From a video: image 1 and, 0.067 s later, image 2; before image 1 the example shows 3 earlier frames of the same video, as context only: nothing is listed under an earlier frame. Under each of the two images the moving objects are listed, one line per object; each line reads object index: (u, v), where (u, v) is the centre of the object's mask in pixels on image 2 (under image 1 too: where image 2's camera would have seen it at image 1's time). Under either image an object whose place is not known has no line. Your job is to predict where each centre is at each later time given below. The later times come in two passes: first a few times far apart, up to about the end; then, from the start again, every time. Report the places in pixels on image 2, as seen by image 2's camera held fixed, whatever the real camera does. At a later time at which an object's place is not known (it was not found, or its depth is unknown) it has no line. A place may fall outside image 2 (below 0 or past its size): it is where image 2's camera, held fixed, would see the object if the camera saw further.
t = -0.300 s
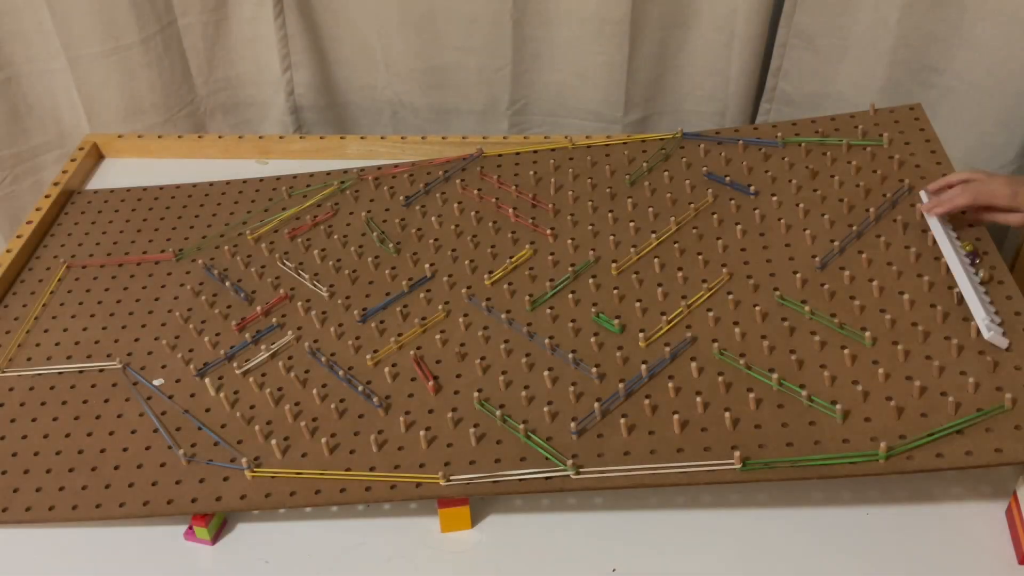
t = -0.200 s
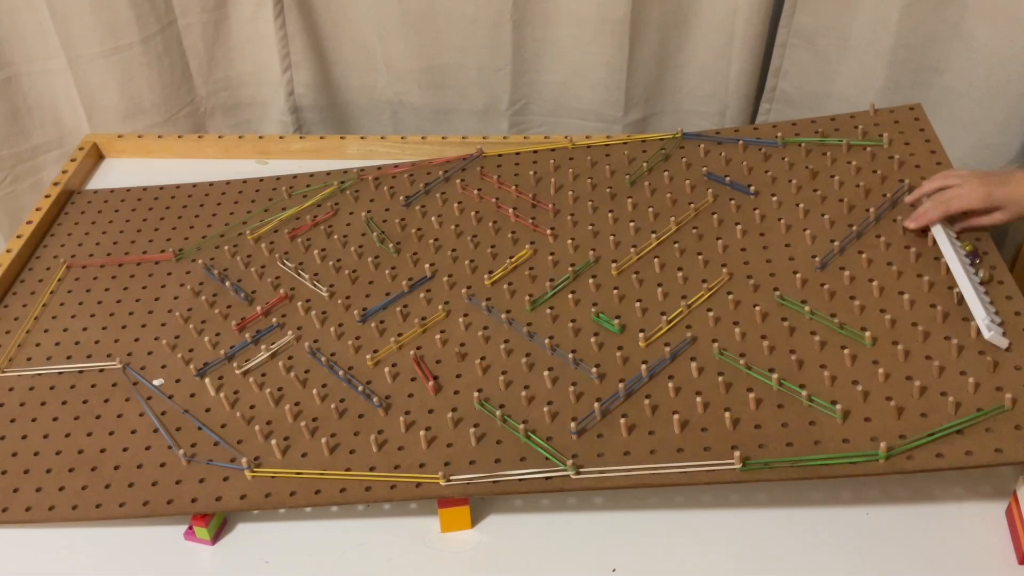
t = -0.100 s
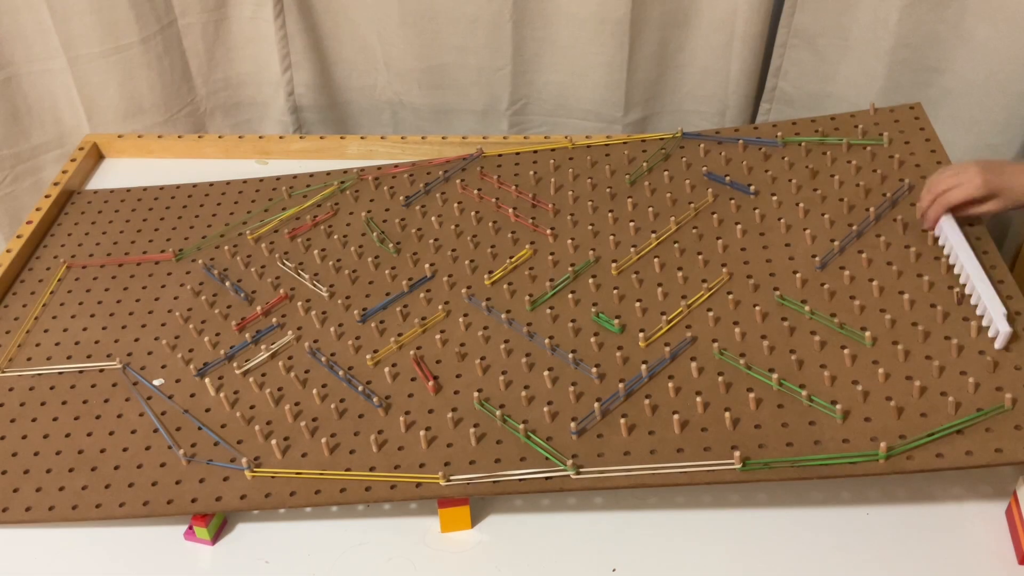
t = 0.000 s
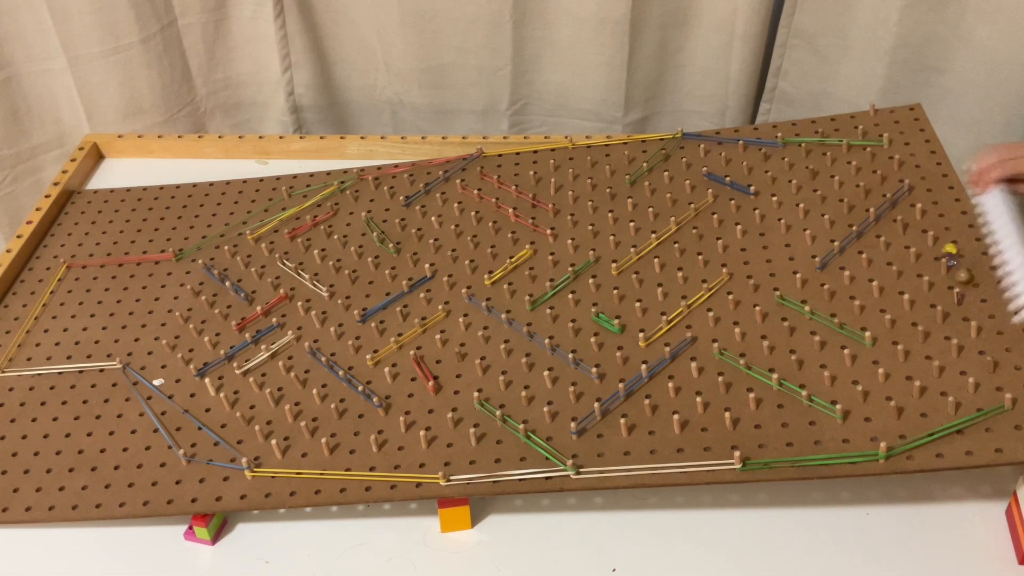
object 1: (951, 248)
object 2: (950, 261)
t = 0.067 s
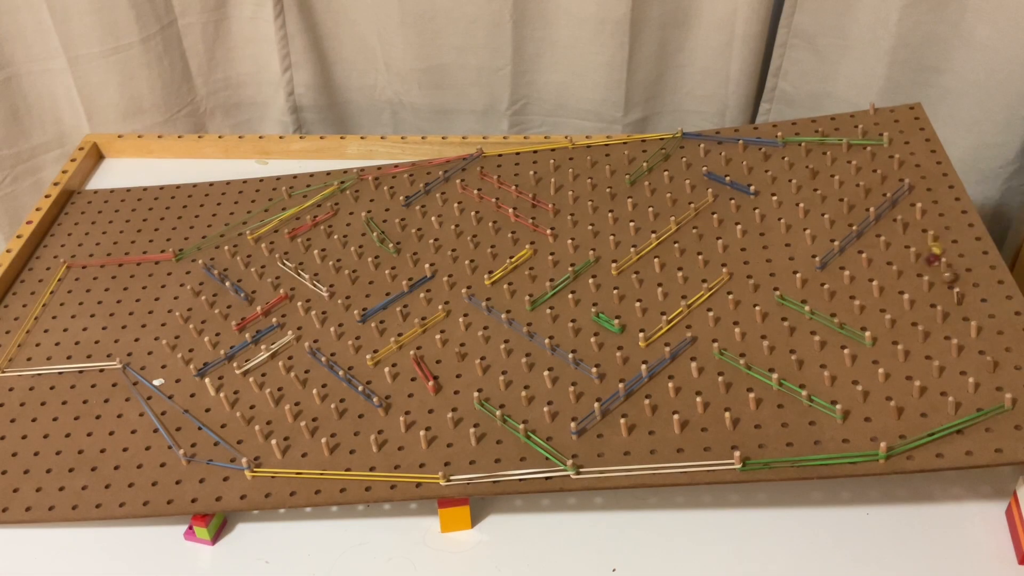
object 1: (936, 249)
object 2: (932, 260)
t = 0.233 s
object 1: (894, 242)
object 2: (901, 264)
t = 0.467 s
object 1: (890, 232)
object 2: (869, 251)
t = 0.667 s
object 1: (892, 239)
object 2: (856, 255)
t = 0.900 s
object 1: (874, 236)
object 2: (835, 265)
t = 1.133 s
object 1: (866, 250)
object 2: (814, 276)
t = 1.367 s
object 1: (828, 271)
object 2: (795, 270)
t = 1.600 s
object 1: (805, 301)
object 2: (746, 264)
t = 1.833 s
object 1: (809, 278)
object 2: (725, 257)
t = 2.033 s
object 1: (776, 264)
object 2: (721, 252)
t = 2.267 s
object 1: (707, 257)
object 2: (683, 256)
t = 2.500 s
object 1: (669, 234)
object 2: (672, 274)
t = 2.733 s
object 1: (657, 248)
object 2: (647, 285)
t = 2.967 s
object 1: (628, 268)
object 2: (632, 300)
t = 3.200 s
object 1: (605, 295)
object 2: (612, 306)
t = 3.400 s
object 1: (583, 304)
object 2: (606, 309)
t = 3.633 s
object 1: (566, 323)
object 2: (583, 304)
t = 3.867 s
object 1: (543, 319)
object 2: (577, 307)
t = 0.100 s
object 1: (926, 250)
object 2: (923, 265)
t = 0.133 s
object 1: (916, 252)
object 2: (917, 265)
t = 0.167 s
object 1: (912, 250)
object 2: (909, 267)
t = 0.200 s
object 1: (903, 246)
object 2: (903, 268)
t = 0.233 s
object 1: (894, 242)
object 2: (901, 264)
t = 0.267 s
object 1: (889, 238)
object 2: (897, 261)
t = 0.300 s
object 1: (885, 234)
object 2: (894, 257)
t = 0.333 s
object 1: (879, 231)
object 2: (890, 254)
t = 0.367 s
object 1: (875, 228)
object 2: (885, 251)
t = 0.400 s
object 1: (880, 229)
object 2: (880, 254)
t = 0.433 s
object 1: (886, 231)
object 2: (876, 254)
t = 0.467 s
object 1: (890, 232)
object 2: (869, 251)
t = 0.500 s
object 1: (893, 231)
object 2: (861, 249)
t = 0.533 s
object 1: (894, 232)
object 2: (854, 248)
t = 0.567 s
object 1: (895, 234)
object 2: (854, 251)
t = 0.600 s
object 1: (895, 235)
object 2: (857, 253)
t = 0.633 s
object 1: (895, 237)
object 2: (857, 256)
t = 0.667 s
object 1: (892, 239)
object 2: (856, 255)
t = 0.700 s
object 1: (891, 239)
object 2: (853, 255)
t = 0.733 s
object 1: (890, 239)
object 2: (847, 256)
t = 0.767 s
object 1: (889, 238)
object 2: (843, 256)
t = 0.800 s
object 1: (887, 238)
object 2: (842, 258)
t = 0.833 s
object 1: (884, 237)
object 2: (839, 261)
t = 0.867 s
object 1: (879, 236)
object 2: (837, 263)
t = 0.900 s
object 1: (874, 236)
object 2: (835, 265)
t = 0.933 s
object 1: (868, 235)
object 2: (832, 266)
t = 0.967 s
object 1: (868, 237)
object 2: (829, 267)
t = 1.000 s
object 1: (869, 239)
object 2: (827, 269)
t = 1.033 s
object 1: (870, 242)
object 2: (826, 271)
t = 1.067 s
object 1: (870, 246)
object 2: (823, 272)
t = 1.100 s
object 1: (869, 247)
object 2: (820, 274)
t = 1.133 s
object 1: (866, 250)
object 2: (814, 276)
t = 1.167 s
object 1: (863, 253)
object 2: (809, 278)
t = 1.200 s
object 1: (860, 256)
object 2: (810, 277)
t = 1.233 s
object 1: (855, 258)
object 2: (806, 277)
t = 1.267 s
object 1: (849, 260)
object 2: (805, 275)
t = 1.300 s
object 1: (841, 264)
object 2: (802, 274)
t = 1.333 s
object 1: (833, 268)
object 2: (800, 271)
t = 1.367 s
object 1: (828, 271)
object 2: (795, 270)
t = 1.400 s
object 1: (827, 274)
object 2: (791, 270)
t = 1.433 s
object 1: (823, 280)
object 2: (785, 269)
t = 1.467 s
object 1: (821, 284)
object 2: (778, 268)
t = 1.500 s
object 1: (816, 291)
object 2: (771, 267)
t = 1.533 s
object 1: (813, 294)
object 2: (764, 266)
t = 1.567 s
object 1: (807, 300)
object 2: (755, 264)
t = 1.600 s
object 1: (805, 301)
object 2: (746, 264)
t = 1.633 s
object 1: (808, 298)
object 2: (738, 264)
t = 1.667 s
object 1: (812, 294)
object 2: (727, 262)
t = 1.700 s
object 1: (813, 289)
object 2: (716, 262)
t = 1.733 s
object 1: (813, 286)
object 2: (716, 261)
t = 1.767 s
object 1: (813, 283)
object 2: (721, 260)
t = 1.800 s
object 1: (812, 280)
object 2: (724, 259)
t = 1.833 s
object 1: (809, 278)
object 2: (725, 257)
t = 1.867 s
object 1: (808, 275)
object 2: (726, 256)
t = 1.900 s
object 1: (802, 272)
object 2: (727, 254)
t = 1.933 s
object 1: (797, 269)
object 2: (726, 255)
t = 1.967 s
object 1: (791, 267)
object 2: (725, 255)
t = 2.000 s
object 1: (784, 266)
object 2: (724, 253)
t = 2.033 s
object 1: (776, 264)
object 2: (721, 252)
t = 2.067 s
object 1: (769, 262)
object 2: (717, 253)
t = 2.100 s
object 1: (760, 260)
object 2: (712, 254)
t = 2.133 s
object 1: (750, 258)
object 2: (707, 255)
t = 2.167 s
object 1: (740, 258)
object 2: (701, 253)
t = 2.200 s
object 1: (730, 257)
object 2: (695, 255)
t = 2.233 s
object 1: (719, 257)
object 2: (689, 256)
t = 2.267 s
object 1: (707, 257)
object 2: (683, 256)
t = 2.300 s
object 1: (702, 253)
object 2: (679, 258)
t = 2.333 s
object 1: (696, 250)
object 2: (671, 263)
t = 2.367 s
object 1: (688, 246)
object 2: (669, 267)
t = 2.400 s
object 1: (681, 242)
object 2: (670, 268)
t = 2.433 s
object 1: (672, 239)
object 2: (672, 270)
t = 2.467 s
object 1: (669, 235)
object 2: (674, 272)
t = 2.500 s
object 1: (669, 234)
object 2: (672, 274)
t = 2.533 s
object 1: (669, 239)
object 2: (671, 276)
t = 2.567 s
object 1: (668, 240)
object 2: (666, 278)
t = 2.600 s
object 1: (666, 242)
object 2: (661, 279)
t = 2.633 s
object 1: (664, 243)
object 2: (657, 280)
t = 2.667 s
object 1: (661, 245)
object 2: (651, 282)
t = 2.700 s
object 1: (659, 245)
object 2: (647, 283)
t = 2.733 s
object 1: (657, 248)
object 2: (647, 285)
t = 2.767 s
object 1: (653, 251)
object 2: (649, 287)
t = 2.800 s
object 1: (649, 254)
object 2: (647, 289)
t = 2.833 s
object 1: (645, 256)
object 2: (645, 291)
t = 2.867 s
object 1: (642, 258)
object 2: (642, 294)
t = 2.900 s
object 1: (639, 262)
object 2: (639, 296)
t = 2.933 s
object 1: (635, 265)
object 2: (637, 298)
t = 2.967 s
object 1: (628, 268)
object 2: (632, 300)
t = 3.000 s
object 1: (623, 271)
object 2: (629, 303)
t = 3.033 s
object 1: (619, 275)
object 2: (625, 305)
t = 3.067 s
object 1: (615, 279)
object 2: (618, 309)
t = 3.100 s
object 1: (607, 283)
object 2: (613, 312)
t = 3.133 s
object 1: (603, 287)
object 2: (612, 312)
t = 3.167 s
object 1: (605, 292)
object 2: (612, 309)
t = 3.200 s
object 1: (605, 295)
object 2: (612, 306)
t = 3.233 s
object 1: (602, 298)
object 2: (613, 306)
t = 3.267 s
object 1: (598, 298)
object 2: (613, 307)
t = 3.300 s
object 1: (594, 300)
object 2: (612, 308)
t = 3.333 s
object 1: (590, 301)
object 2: (611, 308)
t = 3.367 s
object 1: (585, 303)
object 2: (610, 308)
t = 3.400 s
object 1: (583, 304)
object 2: (606, 309)
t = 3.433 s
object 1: (583, 307)
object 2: (602, 309)
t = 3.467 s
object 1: (581, 311)
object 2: (601, 307)
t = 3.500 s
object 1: (580, 314)
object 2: (598, 307)
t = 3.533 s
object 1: (577, 317)
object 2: (596, 306)
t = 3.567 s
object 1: (573, 319)
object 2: (590, 305)
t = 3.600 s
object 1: (569, 320)
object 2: (585, 304)
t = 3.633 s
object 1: (566, 323)
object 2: (583, 304)
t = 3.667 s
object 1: (559, 325)
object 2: (583, 305)
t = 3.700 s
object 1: (551, 327)
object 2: (583, 305)
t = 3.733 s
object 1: (544, 330)
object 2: (584, 306)
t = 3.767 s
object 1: (538, 331)
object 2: (583, 306)
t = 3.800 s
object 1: (540, 328)
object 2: (581, 307)
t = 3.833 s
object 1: (542, 323)
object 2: (580, 307)
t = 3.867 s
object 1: (543, 319)
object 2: (577, 307)
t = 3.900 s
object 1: (541, 316)
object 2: (574, 308)
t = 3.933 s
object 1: (540, 311)
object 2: (569, 308)
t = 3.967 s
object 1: (538, 308)
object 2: (563, 309)
